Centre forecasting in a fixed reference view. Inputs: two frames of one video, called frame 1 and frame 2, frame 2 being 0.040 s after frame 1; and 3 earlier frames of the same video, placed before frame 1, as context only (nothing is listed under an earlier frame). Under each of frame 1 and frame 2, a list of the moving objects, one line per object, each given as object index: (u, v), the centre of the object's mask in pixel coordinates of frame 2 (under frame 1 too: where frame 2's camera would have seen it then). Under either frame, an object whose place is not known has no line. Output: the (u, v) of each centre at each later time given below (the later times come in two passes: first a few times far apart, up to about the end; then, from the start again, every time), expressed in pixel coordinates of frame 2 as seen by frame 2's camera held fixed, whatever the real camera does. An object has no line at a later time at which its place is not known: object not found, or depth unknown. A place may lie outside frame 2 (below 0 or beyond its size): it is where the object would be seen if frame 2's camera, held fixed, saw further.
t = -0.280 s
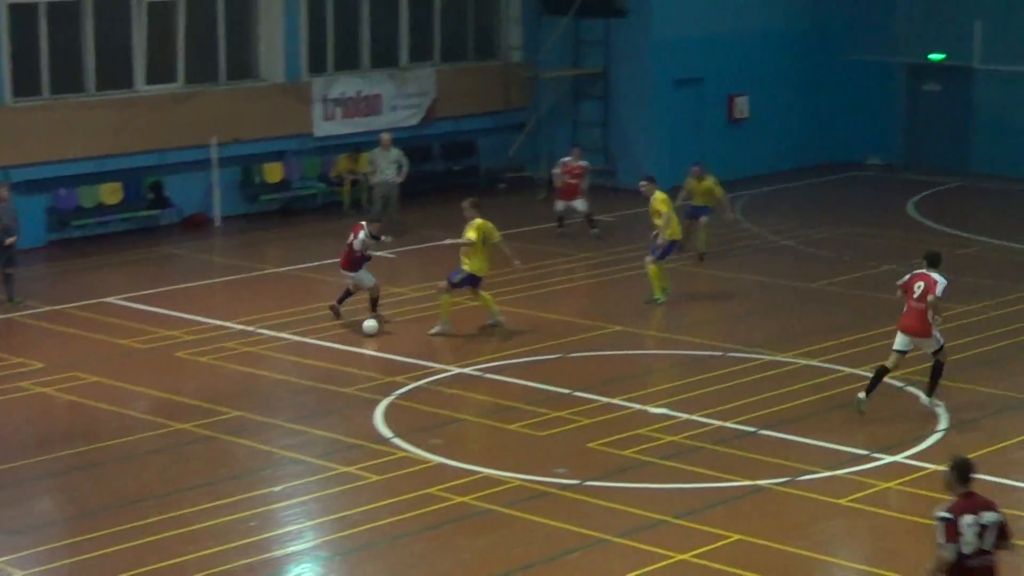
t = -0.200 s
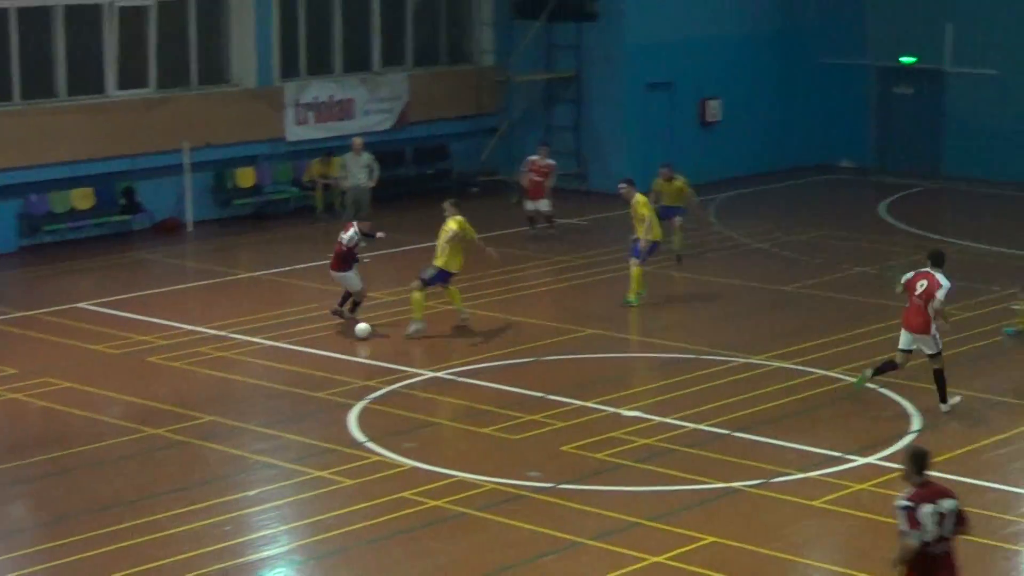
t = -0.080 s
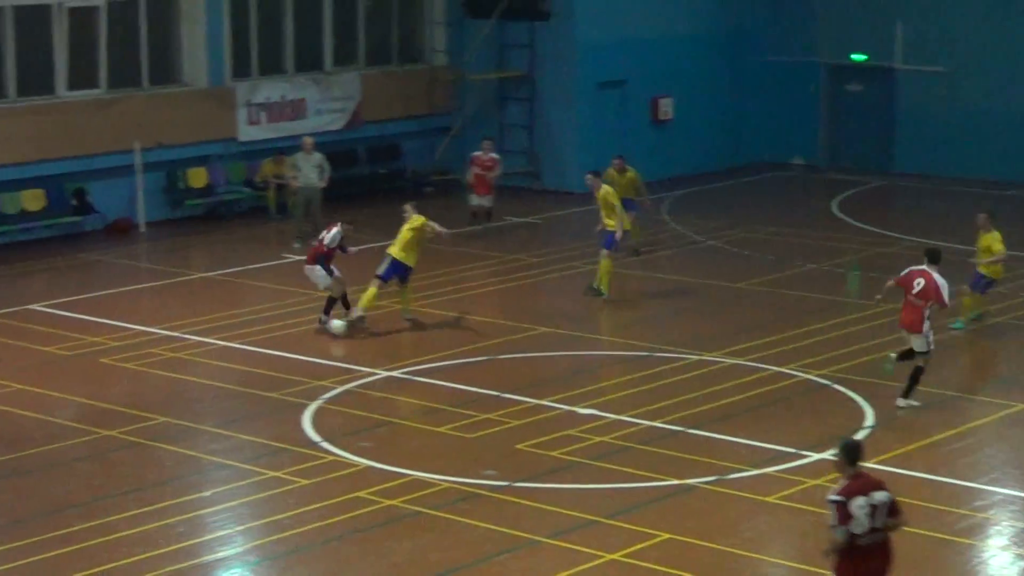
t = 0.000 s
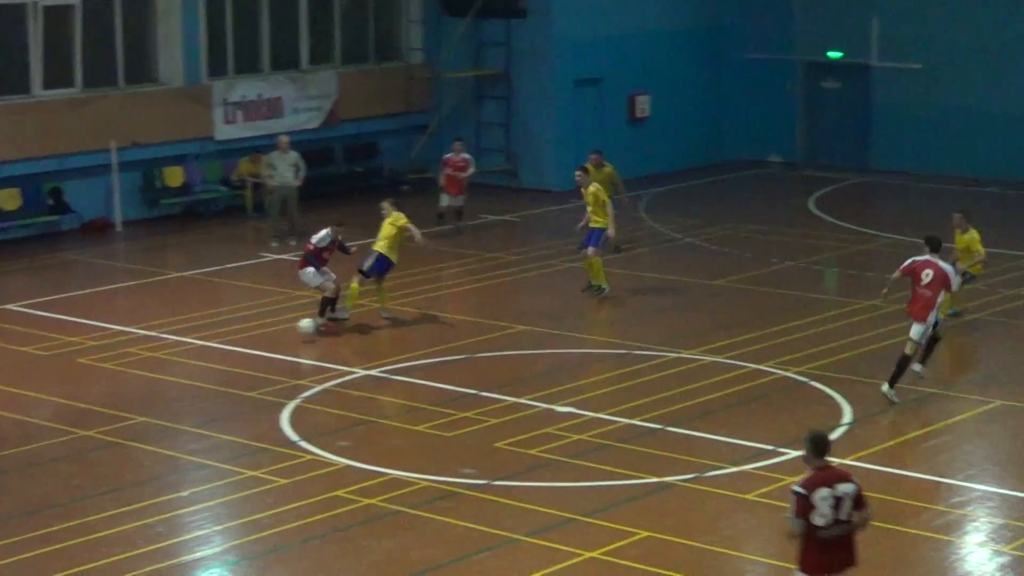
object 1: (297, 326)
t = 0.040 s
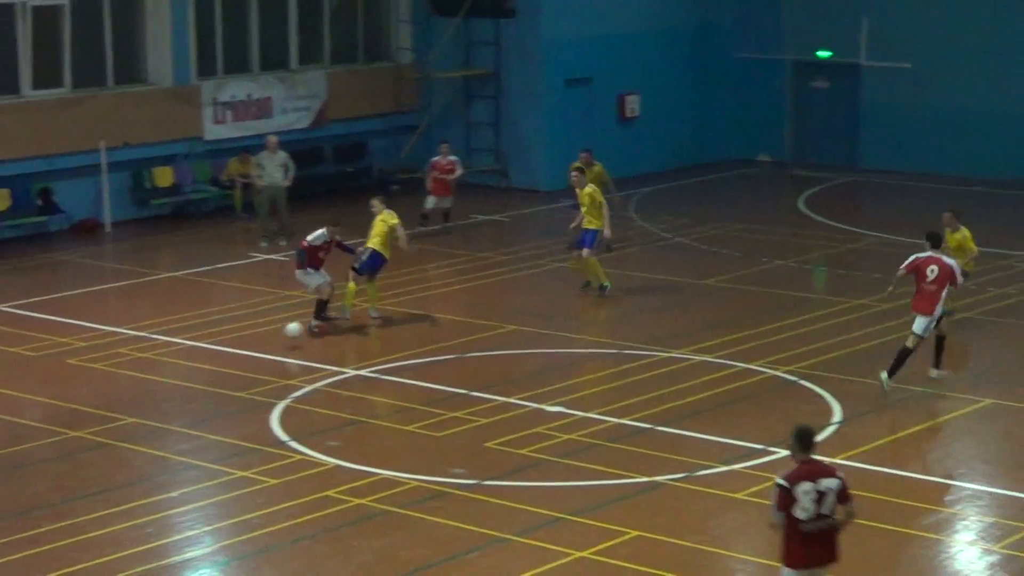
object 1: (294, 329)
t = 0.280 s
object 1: (273, 364)
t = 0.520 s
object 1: (250, 395)
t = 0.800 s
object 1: (221, 422)
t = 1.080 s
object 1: (189, 449)
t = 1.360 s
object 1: (155, 477)
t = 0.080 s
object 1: (290, 335)
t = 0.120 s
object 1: (287, 342)
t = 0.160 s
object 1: (284, 350)
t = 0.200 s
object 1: (280, 359)
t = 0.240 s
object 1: (277, 361)
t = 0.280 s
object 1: (273, 364)
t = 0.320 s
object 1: (269, 368)
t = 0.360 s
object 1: (265, 373)
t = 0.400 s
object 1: (262, 381)
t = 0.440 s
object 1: (258, 385)
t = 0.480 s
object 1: (253, 390)
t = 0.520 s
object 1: (250, 395)
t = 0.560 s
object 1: (245, 399)
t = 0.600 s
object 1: (241, 403)
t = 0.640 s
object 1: (237, 407)
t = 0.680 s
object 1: (232, 410)
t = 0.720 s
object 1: (228, 414)
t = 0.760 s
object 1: (225, 418)
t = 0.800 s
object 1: (221, 422)
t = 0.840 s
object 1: (216, 425)
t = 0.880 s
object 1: (212, 429)
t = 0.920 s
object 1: (208, 433)
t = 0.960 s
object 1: (203, 436)
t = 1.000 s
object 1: (199, 441)
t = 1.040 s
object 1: (193, 444)
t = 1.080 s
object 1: (189, 449)
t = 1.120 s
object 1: (185, 453)
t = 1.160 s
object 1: (181, 456)
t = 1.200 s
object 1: (175, 460)
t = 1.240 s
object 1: (169, 465)
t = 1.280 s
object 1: (165, 468)
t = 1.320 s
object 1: (160, 473)
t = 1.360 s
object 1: (155, 477)
